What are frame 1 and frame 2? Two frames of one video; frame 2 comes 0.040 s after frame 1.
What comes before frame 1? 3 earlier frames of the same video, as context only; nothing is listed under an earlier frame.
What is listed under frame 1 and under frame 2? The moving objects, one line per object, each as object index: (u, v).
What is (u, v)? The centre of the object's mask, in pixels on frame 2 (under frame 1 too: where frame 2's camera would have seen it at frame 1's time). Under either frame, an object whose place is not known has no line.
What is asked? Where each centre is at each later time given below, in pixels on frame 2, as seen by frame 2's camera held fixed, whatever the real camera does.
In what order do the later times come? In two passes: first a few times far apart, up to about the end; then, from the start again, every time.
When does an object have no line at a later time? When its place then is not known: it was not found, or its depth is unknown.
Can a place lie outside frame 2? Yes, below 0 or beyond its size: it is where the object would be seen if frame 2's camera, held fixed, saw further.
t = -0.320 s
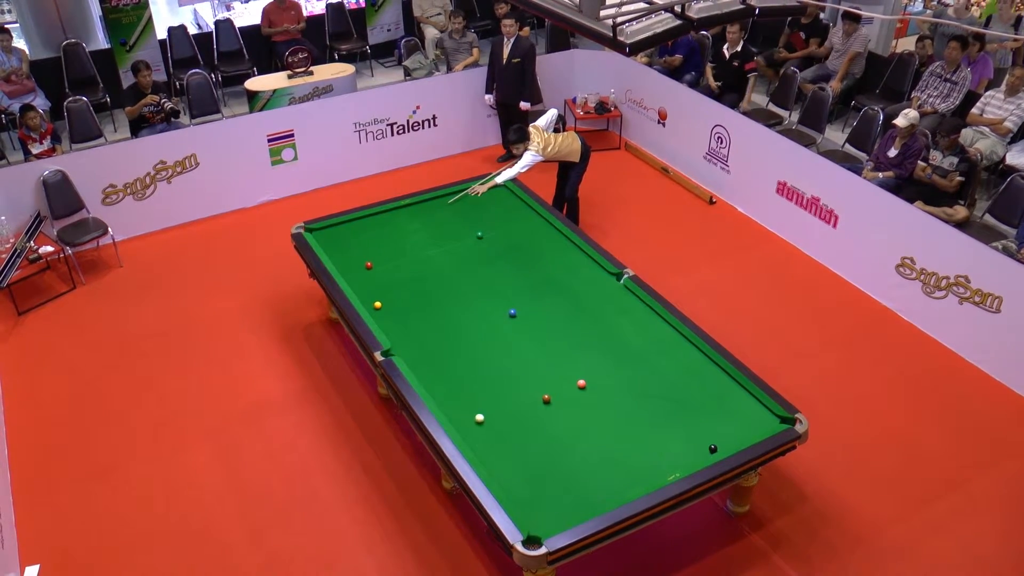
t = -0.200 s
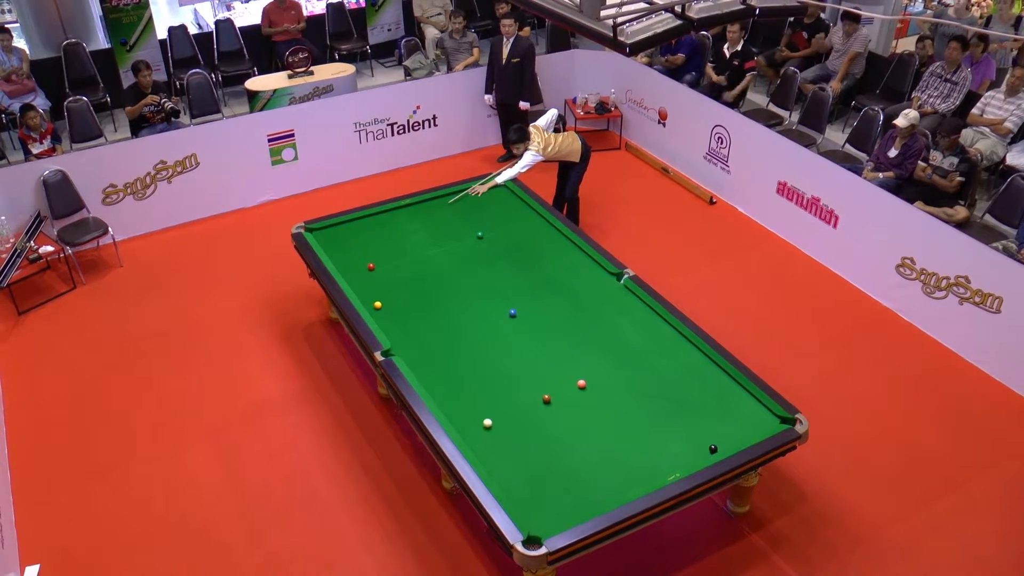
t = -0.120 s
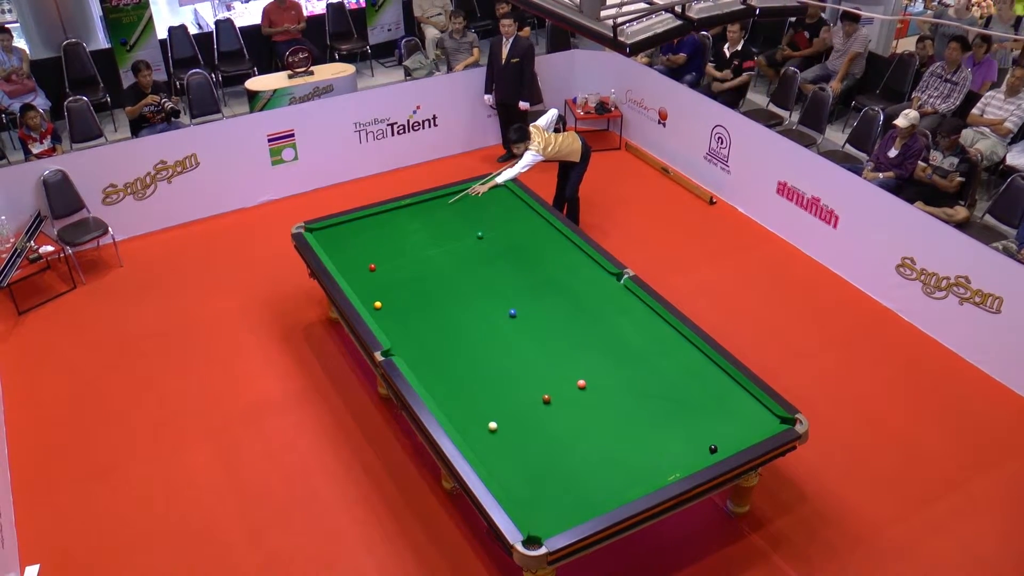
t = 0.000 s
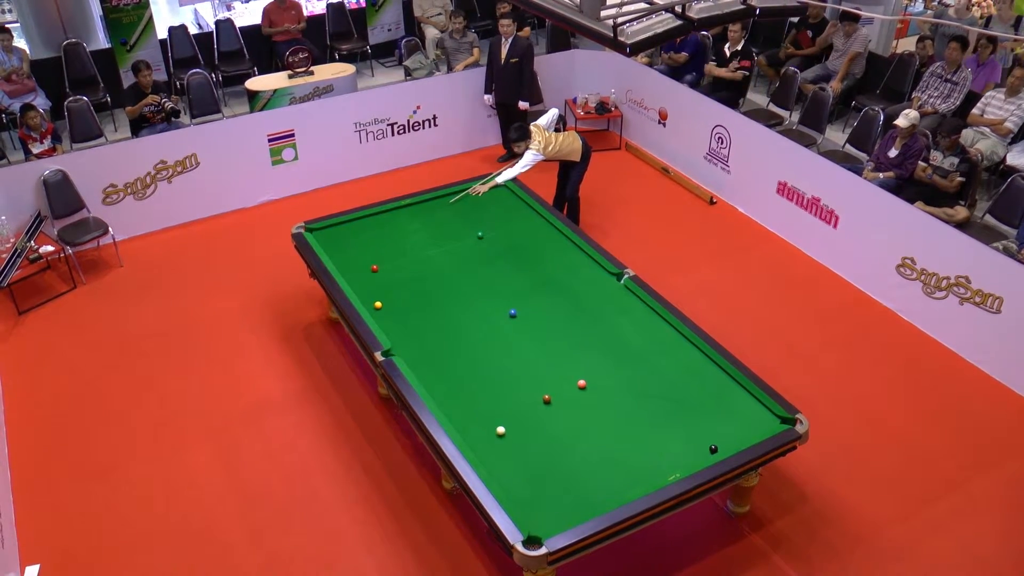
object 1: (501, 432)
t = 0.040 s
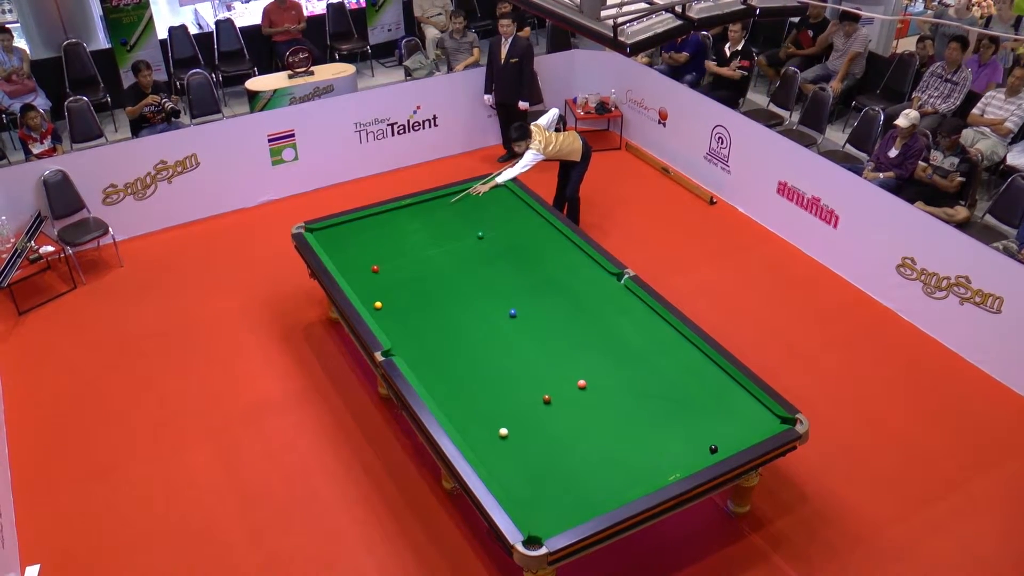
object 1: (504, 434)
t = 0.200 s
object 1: (513, 438)
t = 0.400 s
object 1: (526, 446)
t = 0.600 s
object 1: (538, 453)
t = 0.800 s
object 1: (550, 460)
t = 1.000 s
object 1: (562, 467)
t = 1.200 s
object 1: (573, 474)
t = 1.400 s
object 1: (585, 480)
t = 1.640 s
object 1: (598, 487)
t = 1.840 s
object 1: (608, 492)
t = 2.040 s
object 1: (615, 494)
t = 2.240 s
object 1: (615, 490)
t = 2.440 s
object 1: (614, 485)
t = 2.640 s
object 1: (613, 481)
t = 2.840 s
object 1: (613, 478)
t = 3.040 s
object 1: (613, 475)
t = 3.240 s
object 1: (612, 472)
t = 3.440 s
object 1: (613, 470)
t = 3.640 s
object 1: (613, 469)
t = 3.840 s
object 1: (613, 467)
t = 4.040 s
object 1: (613, 467)
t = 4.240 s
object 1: (613, 466)
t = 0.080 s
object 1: (506, 434)
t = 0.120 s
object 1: (508, 435)
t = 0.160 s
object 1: (511, 437)
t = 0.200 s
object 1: (513, 438)
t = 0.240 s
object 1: (516, 440)
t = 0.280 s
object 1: (518, 441)
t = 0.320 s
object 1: (521, 443)
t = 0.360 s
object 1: (523, 444)
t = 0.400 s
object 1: (526, 446)
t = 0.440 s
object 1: (528, 447)
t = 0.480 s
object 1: (531, 449)
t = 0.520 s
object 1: (533, 450)
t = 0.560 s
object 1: (536, 452)
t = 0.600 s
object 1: (538, 453)
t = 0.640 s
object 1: (541, 454)
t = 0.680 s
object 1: (543, 456)
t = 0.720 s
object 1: (545, 458)
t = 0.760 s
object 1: (548, 459)
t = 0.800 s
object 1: (550, 460)
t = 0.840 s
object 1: (553, 462)
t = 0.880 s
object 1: (555, 463)
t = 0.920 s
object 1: (557, 464)
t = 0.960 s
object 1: (560, 466)
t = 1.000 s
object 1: (562, 467)
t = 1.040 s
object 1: (565, 468)
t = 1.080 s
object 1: (567, 470)
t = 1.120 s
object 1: (569, 471)
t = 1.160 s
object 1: (571, 472)
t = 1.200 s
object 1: (573, 474)
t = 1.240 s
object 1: (576, 475)
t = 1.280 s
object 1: (578, 476)
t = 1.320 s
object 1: (580, 477)
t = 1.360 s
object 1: (583, 479)
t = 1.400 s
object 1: (585, 480)
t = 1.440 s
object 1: (587, 481)
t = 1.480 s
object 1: (589, 482)
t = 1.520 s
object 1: (591, 483)
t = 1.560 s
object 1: (593, 484)
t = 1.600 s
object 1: (596, 486)
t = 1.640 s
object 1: (598, 487)
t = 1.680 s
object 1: (600, 488)
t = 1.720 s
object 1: (602, 489)
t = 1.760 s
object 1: (604, 490)
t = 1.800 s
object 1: (606, 491)
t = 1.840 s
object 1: (608, 492)
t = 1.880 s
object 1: (610, 493)
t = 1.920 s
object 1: (612, 494)
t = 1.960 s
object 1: (614, 494)
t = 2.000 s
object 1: (615, 495)
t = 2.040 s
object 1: (615, 494)
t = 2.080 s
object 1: (615, 493)
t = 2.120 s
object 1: (615, 492)
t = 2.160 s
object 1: (615, 492)
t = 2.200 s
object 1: (615, 491)
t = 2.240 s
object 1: (615, 490)
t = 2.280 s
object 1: (614, 489)
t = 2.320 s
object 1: (614, 488)
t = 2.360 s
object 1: (614, 487)
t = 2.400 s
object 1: (614, 486)
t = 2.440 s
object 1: (614, 485)
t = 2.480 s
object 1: (614, 484)
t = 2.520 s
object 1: (614, 483)
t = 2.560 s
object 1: (614, 483)
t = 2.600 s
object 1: (613, 482)
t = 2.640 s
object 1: (613, 481)
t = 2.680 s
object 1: (613, 481)
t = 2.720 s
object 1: (613, 480)
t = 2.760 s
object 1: (613, 479)
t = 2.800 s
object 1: (613, 478)
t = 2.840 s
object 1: (613, 478)
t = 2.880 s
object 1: (613, 477)
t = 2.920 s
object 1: (613, 476)
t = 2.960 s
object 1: (613, 476)
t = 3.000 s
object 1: (613, 475)
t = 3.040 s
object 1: (613, 475)
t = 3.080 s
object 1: (613, 474)
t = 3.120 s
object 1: (613, 474)
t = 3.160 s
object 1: (613, 473)
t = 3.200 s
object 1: (612, 473)
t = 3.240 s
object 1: (612, 472)
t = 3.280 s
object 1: (613, 472)
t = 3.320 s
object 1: (612, 472)
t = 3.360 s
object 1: (613, 471)
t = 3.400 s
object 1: (613, 471)
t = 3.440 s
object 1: (613, 470)
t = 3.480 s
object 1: (613, 470)
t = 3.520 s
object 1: (613, 470)
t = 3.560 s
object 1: (613, 469)
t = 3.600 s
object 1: (613, 469)
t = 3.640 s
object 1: (613, 469)
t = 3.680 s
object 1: (613, 468)
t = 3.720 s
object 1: (613, 468)
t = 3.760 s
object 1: (613, 468)
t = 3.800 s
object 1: (613, 468)
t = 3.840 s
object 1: (613, 467)
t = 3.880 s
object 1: (613, 467)
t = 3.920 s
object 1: (613, 467)
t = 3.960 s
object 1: (613, 467)
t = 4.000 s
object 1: (613, 467)
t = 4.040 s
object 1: (613, 467)
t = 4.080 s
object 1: (613, 466)
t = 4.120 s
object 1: (613, 466)
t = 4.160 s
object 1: (613, 466)
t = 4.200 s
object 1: (613, 466)
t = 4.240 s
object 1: (613, 466)
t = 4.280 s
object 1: (613, 466)
